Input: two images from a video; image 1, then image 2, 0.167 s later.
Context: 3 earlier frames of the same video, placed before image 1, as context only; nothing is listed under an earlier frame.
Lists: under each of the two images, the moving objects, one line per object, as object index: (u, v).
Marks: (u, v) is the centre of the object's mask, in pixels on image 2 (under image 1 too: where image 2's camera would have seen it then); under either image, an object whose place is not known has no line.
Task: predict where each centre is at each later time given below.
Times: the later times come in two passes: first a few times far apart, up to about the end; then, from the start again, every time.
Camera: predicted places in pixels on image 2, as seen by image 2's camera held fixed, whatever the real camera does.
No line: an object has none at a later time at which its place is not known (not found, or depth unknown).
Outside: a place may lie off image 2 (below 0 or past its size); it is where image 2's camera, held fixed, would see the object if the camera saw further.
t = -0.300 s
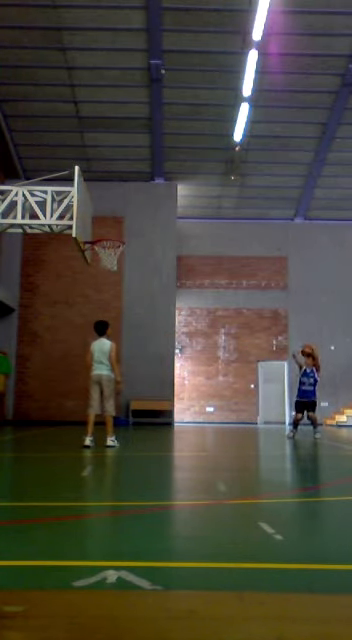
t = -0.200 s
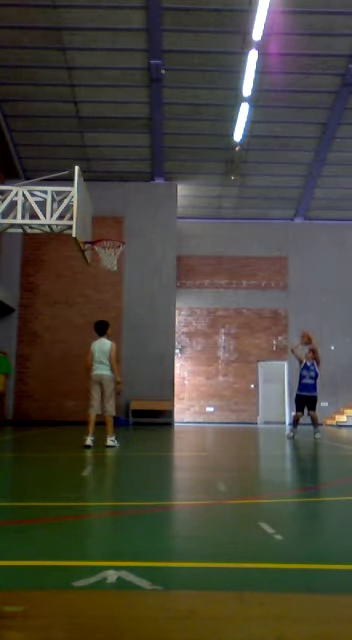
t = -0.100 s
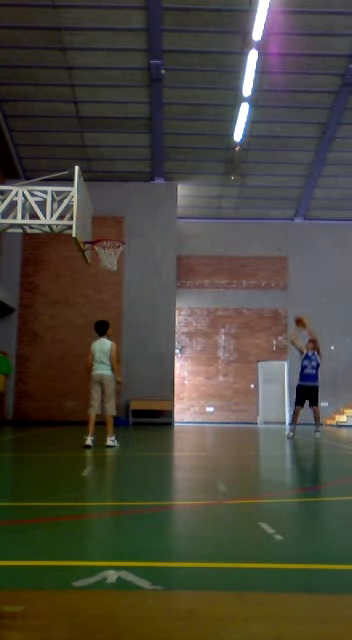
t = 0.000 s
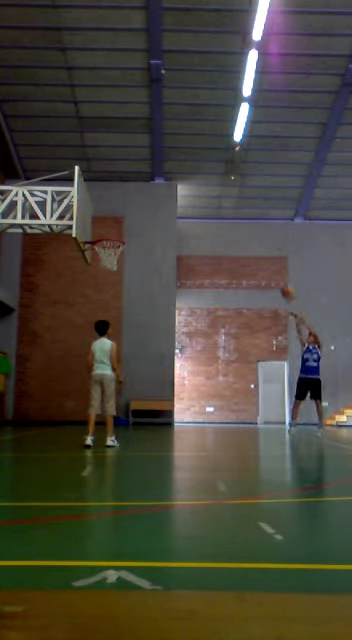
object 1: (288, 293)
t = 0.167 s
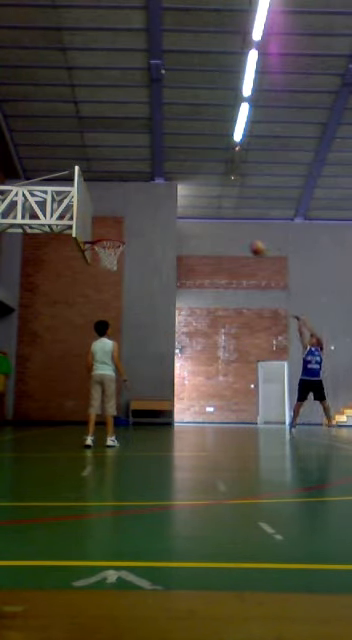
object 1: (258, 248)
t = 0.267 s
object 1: (239, 230)
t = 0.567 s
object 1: (183, 203)
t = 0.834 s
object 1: (129, 218)
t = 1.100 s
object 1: (92, 215)
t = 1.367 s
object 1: (115, 218)
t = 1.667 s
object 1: (139, 270)
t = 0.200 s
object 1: (251, 241)
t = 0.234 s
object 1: (246, 235)
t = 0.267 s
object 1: (239, 230)
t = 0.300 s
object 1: (233, 224)
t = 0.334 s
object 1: (227, 219)
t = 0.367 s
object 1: (222, 215)
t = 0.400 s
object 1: (215, 213)
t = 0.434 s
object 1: (209, 209)
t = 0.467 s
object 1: (202, 207)
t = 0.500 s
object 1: (196, 205)
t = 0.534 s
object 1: (189, 204)
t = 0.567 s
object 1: (183, 203)
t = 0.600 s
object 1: (176, 203)
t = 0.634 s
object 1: (169, 203)
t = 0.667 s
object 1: (163, 204)
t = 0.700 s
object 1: (156, 206)
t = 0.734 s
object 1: (149, 208)
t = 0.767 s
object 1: (143, 211)
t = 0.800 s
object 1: (136, 214)
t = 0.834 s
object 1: (129, 218)
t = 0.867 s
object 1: (121, 224)
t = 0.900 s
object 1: (115, 229)
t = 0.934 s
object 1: (109, 231)
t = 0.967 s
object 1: (104, 226)
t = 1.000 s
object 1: (101, 222)
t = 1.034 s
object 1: (99, 220)
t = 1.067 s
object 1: (96, 218)
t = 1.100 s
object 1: (92, 215)
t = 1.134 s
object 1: (94, 214)
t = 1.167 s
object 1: (97, 212)
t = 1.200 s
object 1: (101, 211)
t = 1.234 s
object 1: (103, 212)
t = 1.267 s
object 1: (106, 212)
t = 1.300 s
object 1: (109, 213)
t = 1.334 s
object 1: (113, 215)
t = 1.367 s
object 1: (115, 218)
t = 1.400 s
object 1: (118, 221)
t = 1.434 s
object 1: (120, 224)
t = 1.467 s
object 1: (122, 229)
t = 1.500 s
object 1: (125, 234)
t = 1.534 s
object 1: (128, 238)
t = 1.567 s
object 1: (131, 246)
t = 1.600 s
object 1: (134, 254)
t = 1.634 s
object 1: (137, 262)
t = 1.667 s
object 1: (139, 270)
